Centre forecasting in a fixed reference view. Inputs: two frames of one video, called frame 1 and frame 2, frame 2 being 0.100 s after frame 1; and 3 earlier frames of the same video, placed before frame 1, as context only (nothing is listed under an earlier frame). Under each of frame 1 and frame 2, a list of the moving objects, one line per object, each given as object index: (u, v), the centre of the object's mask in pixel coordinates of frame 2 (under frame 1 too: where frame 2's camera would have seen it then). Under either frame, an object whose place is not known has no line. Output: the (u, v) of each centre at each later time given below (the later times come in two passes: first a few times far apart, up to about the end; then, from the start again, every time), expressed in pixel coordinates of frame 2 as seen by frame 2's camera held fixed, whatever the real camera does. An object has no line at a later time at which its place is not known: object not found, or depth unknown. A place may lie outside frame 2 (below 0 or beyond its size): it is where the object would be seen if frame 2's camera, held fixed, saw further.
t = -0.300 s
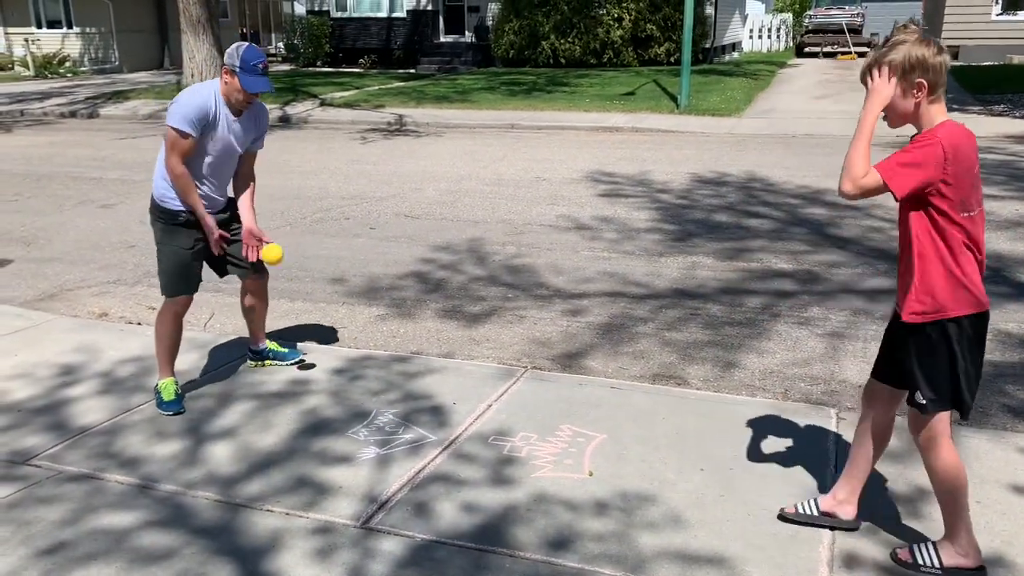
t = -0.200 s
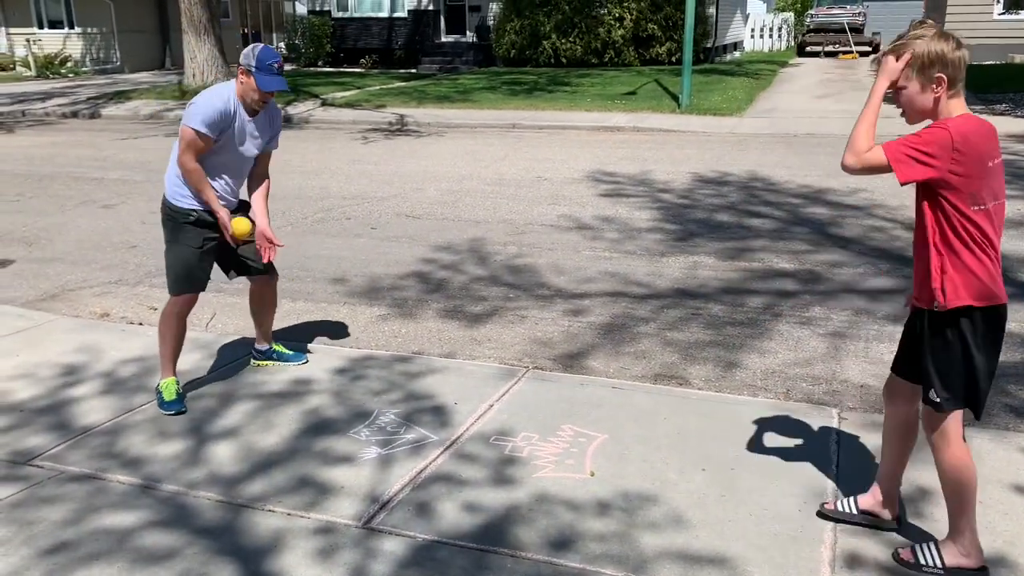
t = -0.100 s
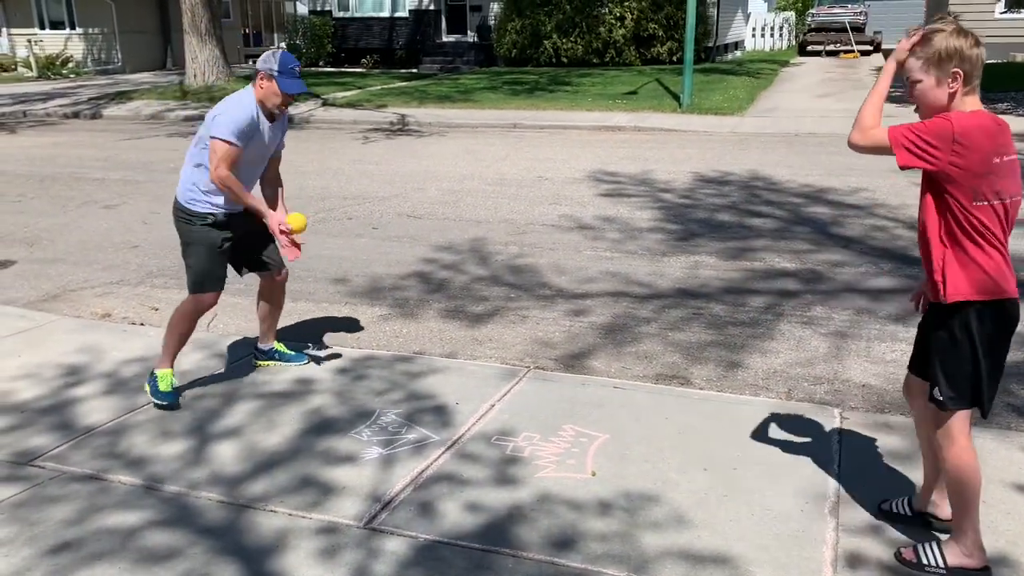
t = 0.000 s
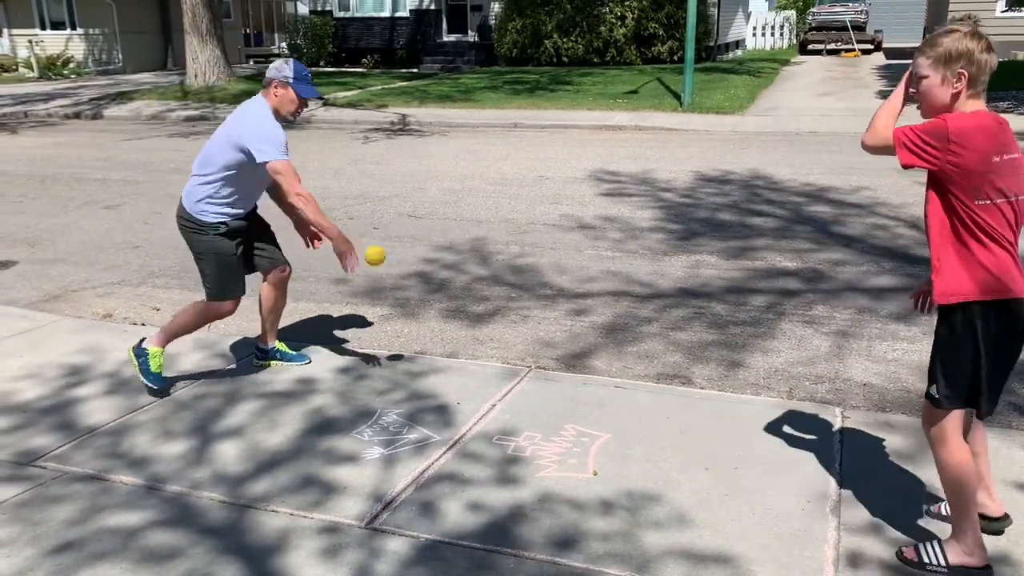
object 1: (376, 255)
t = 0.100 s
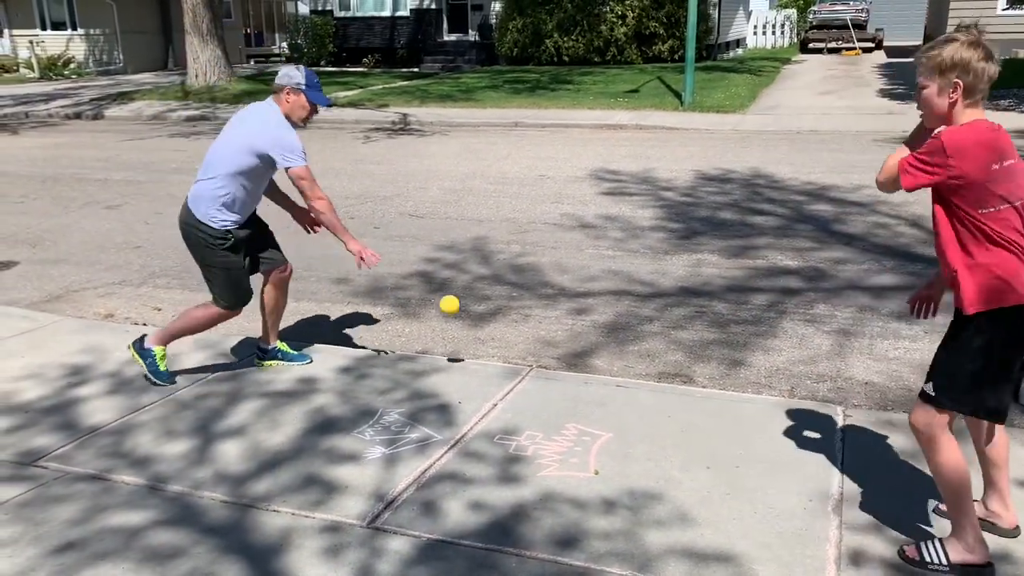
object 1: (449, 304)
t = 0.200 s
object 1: (511, 356)
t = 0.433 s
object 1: (577, 268)
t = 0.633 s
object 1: (628, 275)
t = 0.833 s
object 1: (671, 295)
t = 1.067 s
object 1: (713, 270)
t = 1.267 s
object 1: (746, 290)
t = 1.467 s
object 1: (775, 276)
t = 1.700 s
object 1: (808, 281)
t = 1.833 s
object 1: (823, 287)
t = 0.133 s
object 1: (473, 324)
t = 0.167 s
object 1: (495, 345)
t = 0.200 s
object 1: (511, 356)
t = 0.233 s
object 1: (520, 336)
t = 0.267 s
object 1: (530, 319)
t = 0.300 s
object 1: (540, 304)
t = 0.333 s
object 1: (549, 292)
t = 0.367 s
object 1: (558, 281)
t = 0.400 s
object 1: (568, 273)
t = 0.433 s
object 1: (577, 268)
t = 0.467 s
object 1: (585, 264)
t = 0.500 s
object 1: (594, 262)
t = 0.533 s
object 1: (603, 262)
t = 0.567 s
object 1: (611, 264)
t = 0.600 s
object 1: (619, 269)
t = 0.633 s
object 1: (628, 275)
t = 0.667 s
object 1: (635, 284)
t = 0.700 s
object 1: (643, 293)
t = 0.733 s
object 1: (650, 304)
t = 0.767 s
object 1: (657, 317)
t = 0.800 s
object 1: (664, 306)
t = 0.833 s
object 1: (671, 295)
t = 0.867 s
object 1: (677, 286)
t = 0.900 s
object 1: (683, 278)
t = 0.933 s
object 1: (689, 274)
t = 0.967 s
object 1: (695, 270)
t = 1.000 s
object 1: (701, 268)
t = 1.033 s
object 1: (707, 268)
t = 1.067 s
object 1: (713, 270)
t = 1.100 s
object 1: (719, 274)
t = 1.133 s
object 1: (725, 281)
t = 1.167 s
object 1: (730, 288)
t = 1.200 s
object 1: (735, 298)
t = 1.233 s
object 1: (741, 300)
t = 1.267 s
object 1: (746, 290)
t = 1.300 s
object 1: (751, 284)
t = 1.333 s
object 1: (756, 279)
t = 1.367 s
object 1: (761, 275)
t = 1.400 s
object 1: (766, 274)
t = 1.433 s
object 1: (771, 274)
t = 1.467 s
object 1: (775, 276)
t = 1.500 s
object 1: (780, 281)
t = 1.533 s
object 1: (785, 287)
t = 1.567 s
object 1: (789, 295)
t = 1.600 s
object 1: (793, 296)
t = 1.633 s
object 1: (798, 289)
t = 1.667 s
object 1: (803, 284)
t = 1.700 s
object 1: (808, 281)
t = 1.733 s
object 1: (811, 280)
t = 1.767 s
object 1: (815, 280)
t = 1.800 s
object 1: (820, 283)
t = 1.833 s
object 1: (823, 287)
